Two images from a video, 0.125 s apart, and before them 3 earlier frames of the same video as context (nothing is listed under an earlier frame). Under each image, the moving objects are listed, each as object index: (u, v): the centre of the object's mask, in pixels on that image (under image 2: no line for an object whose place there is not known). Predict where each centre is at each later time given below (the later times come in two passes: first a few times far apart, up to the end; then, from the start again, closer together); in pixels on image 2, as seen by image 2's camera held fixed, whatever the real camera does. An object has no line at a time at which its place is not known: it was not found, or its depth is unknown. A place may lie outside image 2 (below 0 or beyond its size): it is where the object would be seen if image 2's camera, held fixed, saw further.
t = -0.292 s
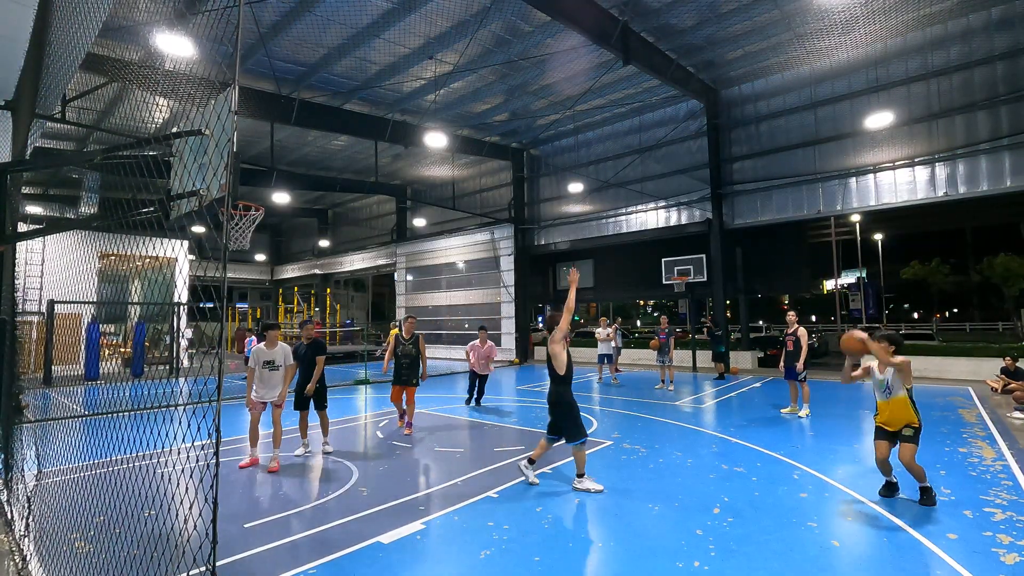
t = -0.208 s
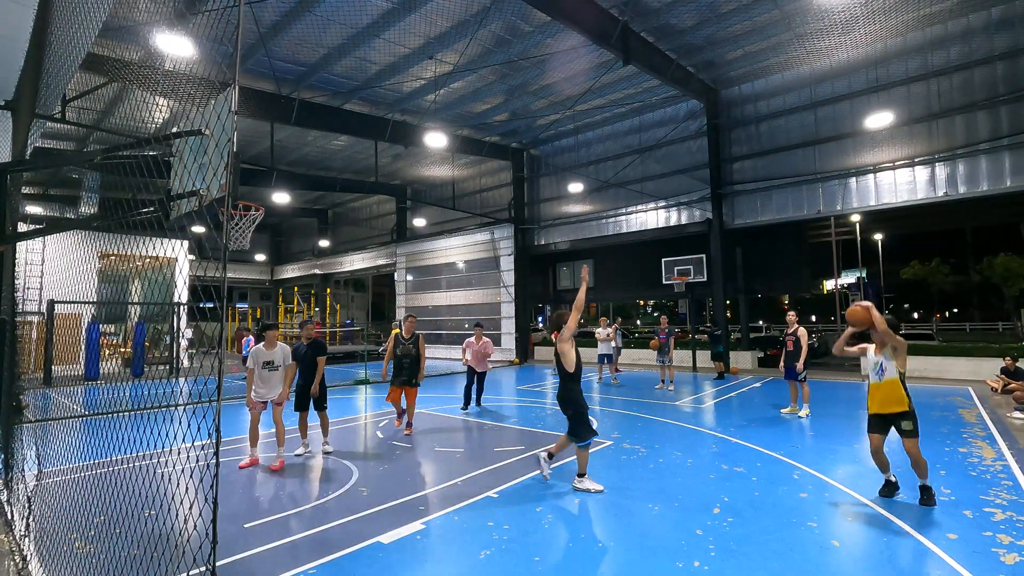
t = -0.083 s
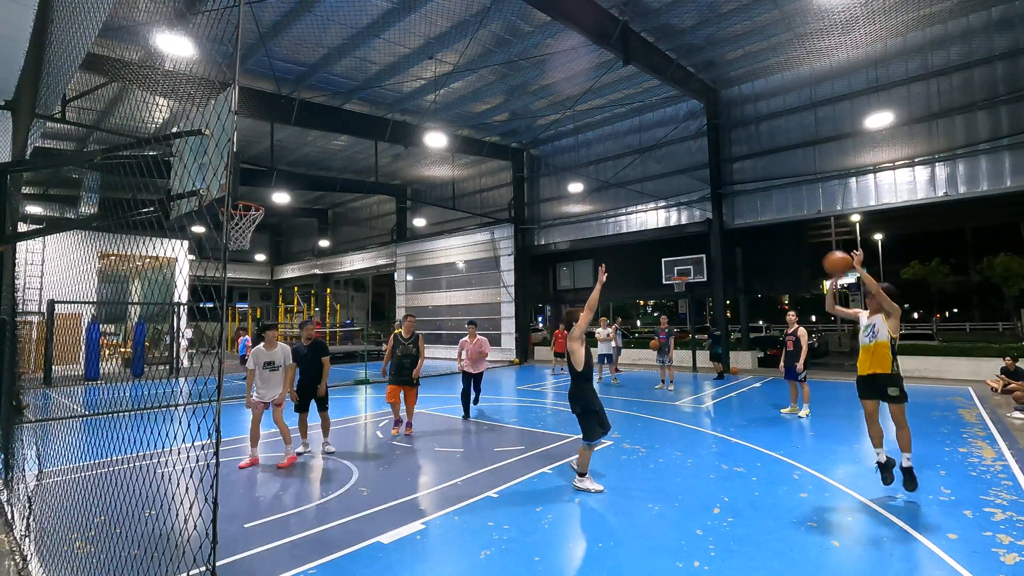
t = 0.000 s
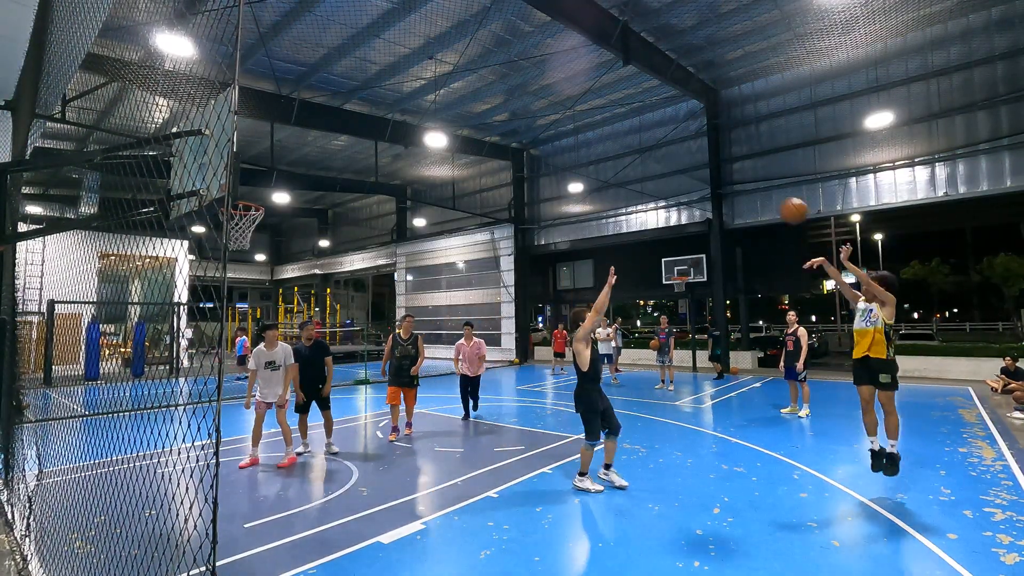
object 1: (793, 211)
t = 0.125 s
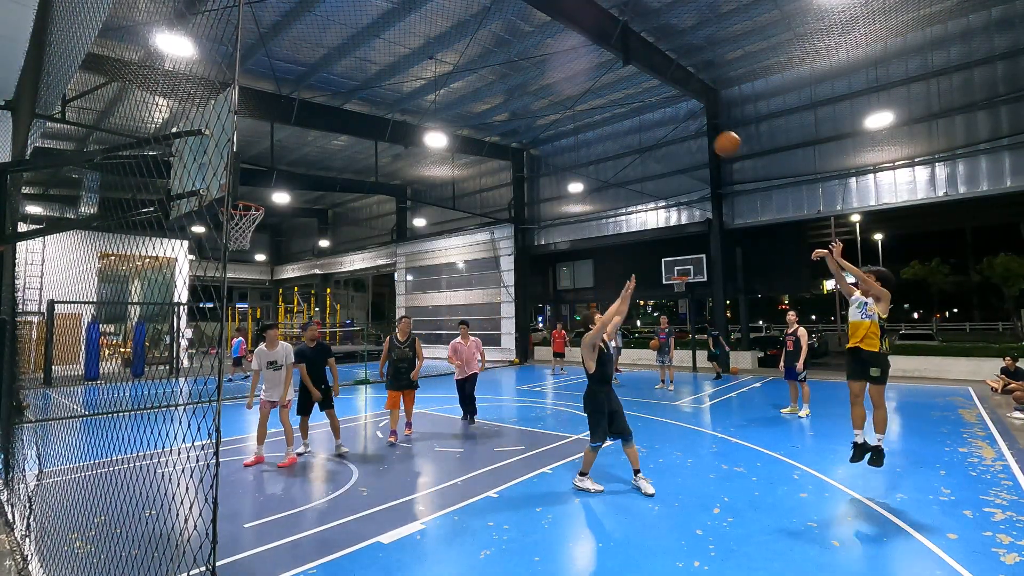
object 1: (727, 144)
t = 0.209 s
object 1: (685, 108)
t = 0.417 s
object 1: (585, 49)
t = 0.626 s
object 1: (491, 30)
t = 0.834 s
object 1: (402, 48)
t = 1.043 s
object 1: (314, 103)
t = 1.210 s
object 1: (247, 173)
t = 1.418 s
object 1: (296, 188)
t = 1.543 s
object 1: (342, 197)
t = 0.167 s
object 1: (706, 125)
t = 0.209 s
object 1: (685, 108)
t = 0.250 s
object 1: (665, 93)
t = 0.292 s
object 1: (644, 80)
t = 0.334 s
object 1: (625, 68)
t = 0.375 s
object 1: (605, 58)
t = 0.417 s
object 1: (585, 49)
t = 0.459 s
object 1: (566, 42)
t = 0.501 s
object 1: (547, 37)
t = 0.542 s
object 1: (529, 34)
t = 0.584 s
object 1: (510, 31)
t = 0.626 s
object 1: (491, 30)
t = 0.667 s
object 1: (473, 31)
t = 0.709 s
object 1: (455, 33)
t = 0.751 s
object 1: (437, 37)
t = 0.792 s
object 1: (420, 42)
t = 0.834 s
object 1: (402, 48)
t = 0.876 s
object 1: (384, 56)
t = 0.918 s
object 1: (366, 65)
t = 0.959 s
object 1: (349, 77)
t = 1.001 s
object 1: (331, 89)
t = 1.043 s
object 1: (314, 103)
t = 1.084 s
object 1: (296, 118)
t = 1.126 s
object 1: (279, 135)
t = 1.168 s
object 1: (261, 153)
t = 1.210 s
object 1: (247, 173)
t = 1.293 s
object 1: (244, 195)
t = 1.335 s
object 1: (257, 192)
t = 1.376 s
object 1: (276, 190)
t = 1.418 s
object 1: (296, 188)
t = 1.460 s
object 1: (312, 191)
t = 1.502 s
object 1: (328, 194)
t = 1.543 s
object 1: (342, 197)
